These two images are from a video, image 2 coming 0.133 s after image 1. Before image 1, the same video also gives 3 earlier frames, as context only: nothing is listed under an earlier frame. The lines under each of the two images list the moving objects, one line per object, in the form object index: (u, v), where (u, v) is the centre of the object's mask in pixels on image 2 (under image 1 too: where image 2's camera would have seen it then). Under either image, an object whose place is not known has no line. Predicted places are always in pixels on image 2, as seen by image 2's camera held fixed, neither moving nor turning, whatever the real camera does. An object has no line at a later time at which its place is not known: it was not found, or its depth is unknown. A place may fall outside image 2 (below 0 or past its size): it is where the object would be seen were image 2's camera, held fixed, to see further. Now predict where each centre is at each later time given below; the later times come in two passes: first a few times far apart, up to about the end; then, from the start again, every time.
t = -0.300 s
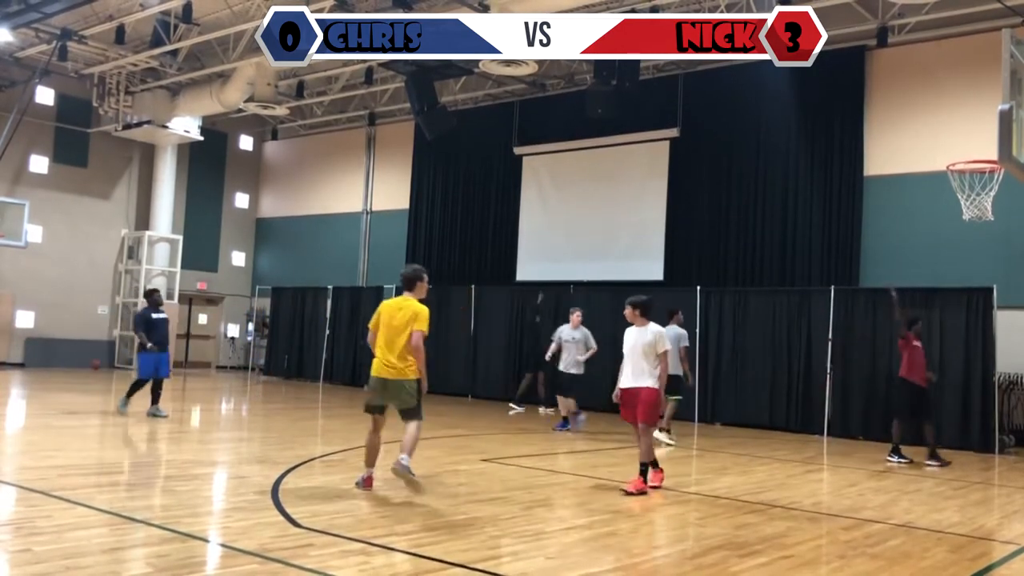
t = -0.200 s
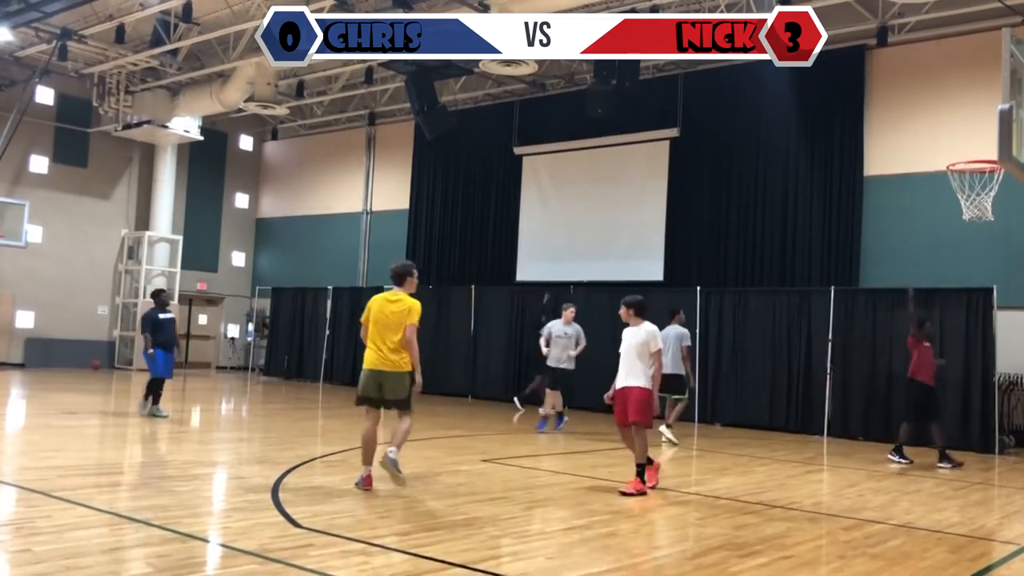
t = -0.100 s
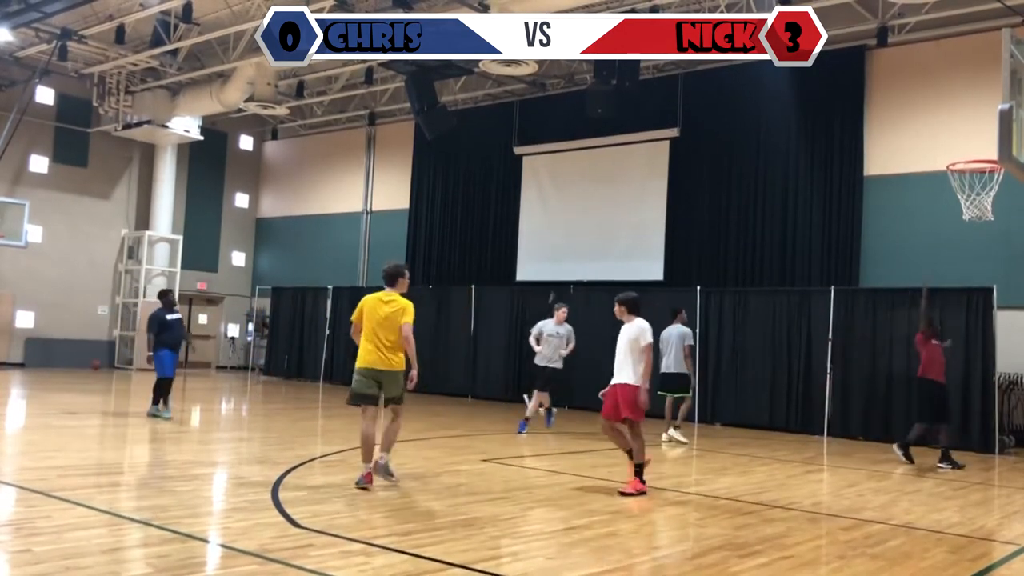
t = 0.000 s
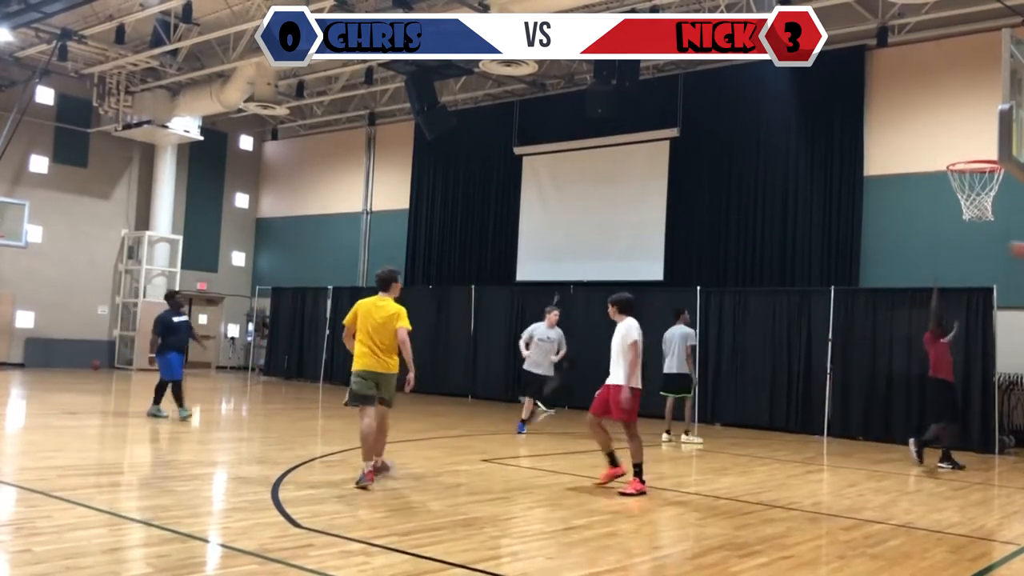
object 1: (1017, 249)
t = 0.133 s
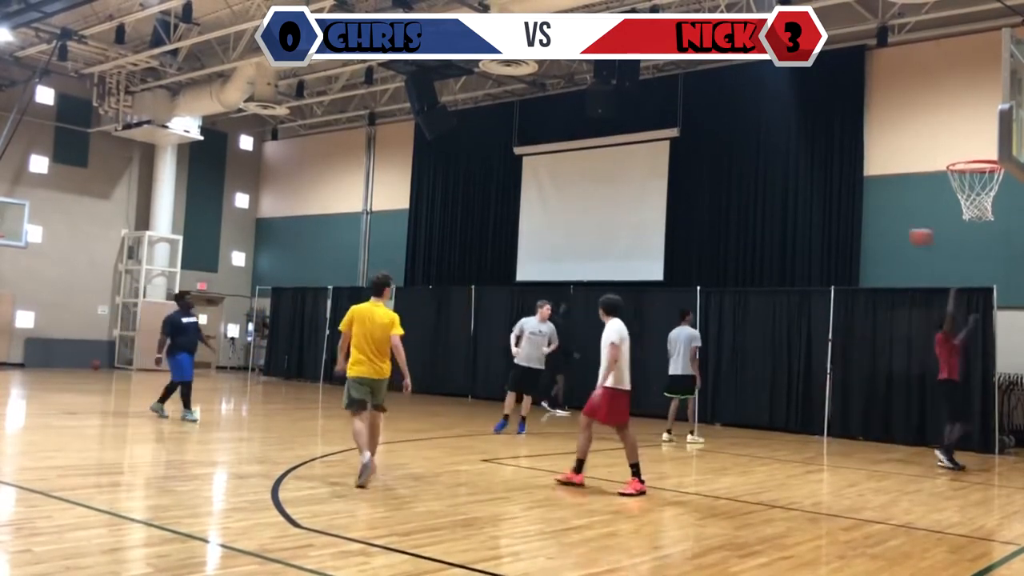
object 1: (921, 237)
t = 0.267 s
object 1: (831, 236)
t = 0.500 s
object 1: (700, 263)
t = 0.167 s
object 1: (897, 236)
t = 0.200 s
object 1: (874, 235)
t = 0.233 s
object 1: (851, 235)
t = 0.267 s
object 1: (831, 236)
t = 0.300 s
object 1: (811, 239)
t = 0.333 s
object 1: (791, 241)
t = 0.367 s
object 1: (772, 245)
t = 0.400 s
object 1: (753, 249)
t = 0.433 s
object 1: (735, 253)
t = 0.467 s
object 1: (717, 258)
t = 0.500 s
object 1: (700, 263)
